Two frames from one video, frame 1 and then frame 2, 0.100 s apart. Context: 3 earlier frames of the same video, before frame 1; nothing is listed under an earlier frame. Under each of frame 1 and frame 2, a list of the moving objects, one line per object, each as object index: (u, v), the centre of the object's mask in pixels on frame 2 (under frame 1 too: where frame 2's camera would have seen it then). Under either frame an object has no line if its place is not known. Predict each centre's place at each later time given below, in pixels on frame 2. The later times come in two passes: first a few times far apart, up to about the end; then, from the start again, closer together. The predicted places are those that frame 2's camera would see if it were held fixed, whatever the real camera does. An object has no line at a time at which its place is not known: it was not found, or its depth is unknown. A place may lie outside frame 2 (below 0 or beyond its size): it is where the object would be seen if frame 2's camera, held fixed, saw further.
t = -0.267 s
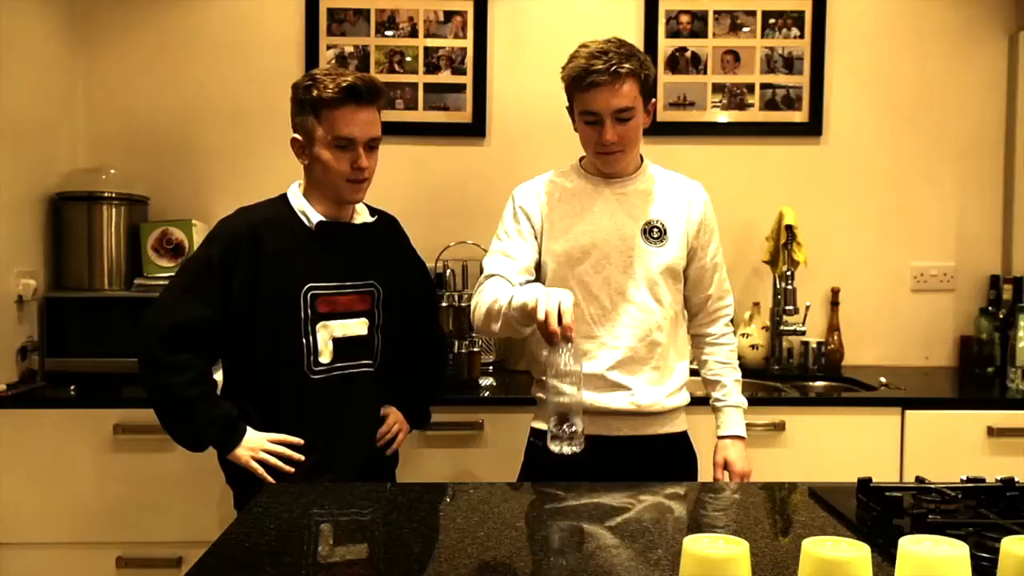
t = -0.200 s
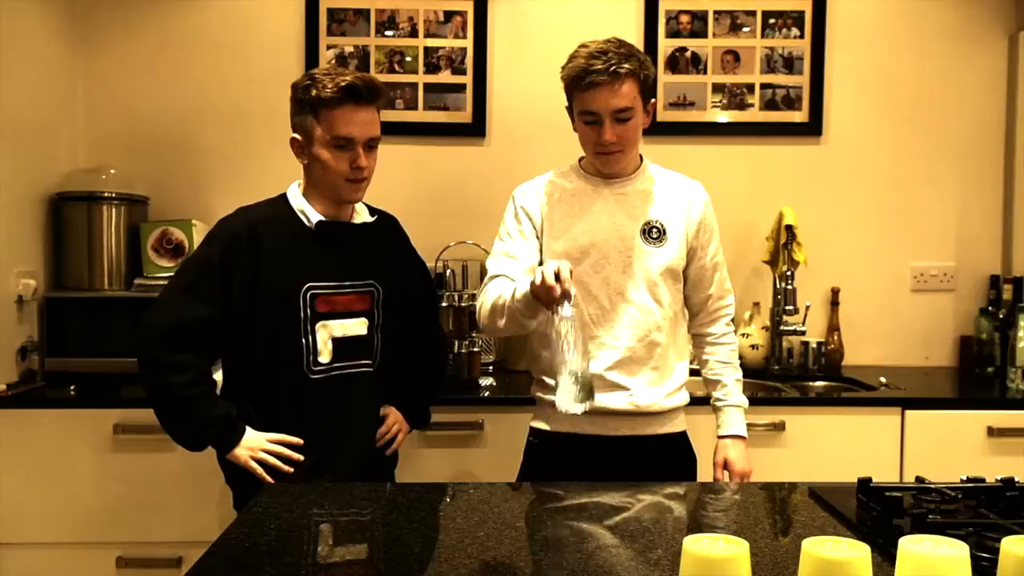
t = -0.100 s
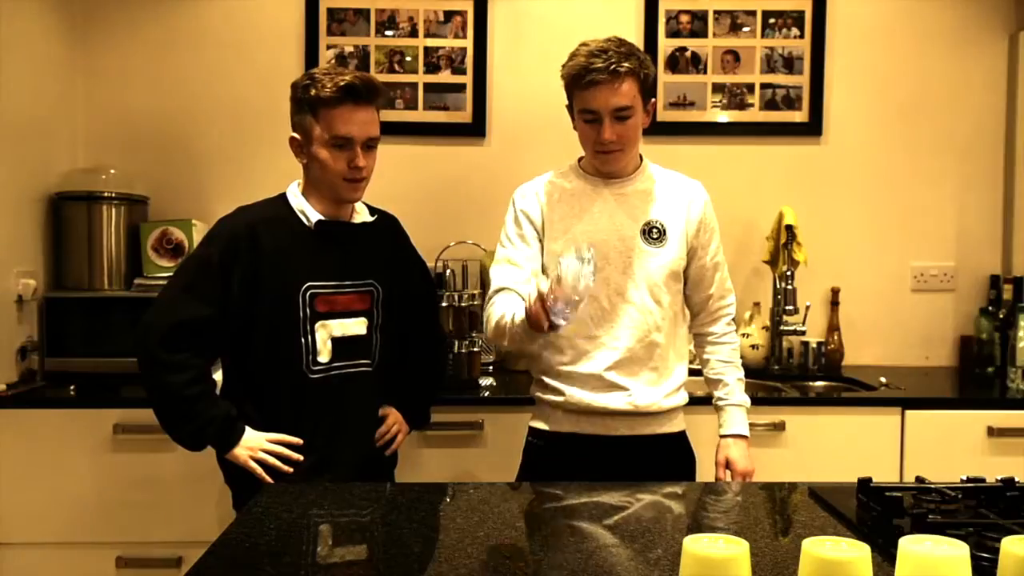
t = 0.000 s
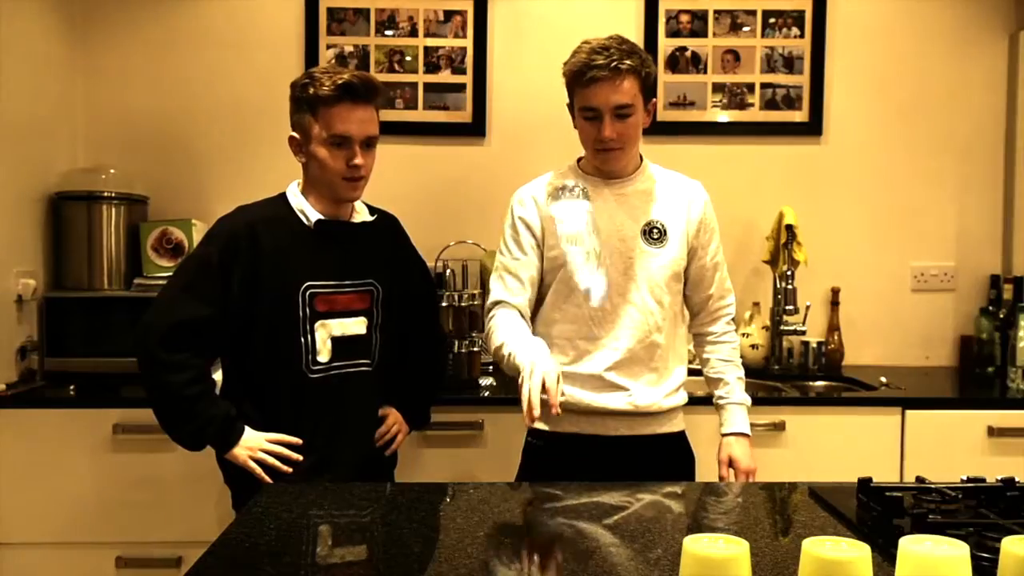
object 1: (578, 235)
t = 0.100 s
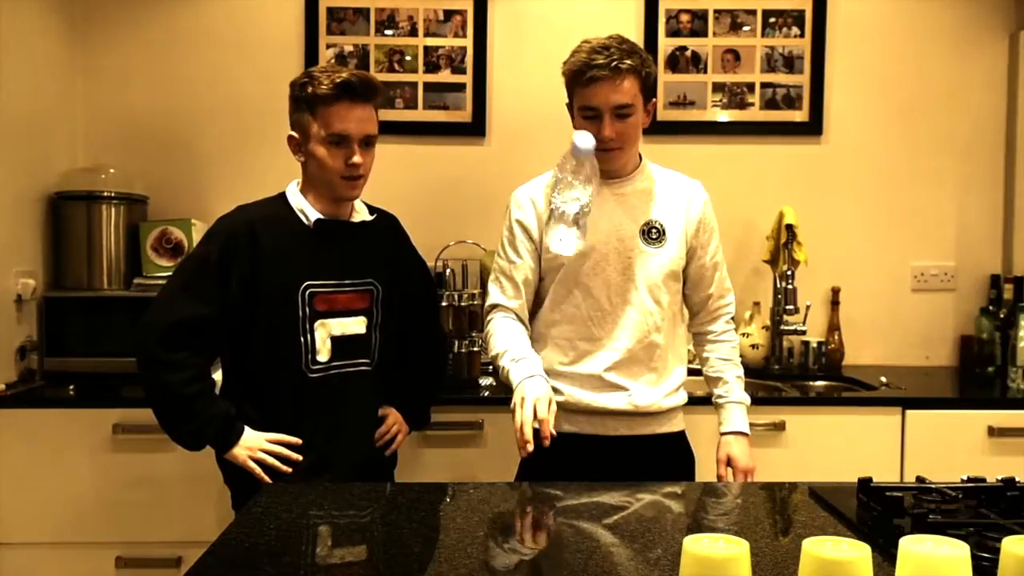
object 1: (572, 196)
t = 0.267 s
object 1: (555, 358)
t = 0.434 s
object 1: (547, 493)
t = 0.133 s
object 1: (566, 206)
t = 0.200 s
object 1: (558, 262)
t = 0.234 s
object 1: (557, 306)
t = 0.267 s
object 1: (555, 358)
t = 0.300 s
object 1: (555, 414)
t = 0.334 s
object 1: (553, 481)
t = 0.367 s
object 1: (553, 503)
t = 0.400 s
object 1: (549, 499)
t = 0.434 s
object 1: (547, 493)
